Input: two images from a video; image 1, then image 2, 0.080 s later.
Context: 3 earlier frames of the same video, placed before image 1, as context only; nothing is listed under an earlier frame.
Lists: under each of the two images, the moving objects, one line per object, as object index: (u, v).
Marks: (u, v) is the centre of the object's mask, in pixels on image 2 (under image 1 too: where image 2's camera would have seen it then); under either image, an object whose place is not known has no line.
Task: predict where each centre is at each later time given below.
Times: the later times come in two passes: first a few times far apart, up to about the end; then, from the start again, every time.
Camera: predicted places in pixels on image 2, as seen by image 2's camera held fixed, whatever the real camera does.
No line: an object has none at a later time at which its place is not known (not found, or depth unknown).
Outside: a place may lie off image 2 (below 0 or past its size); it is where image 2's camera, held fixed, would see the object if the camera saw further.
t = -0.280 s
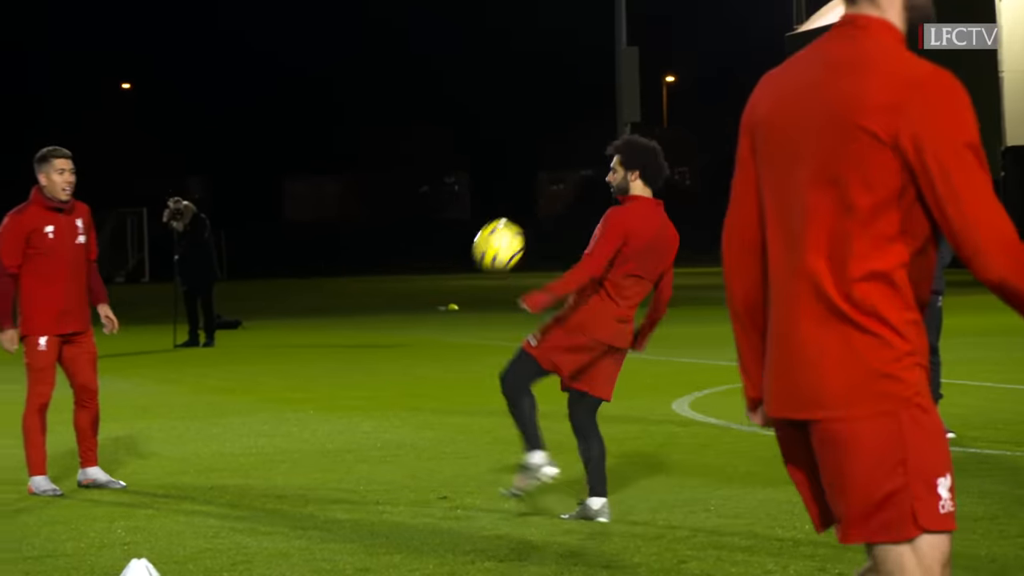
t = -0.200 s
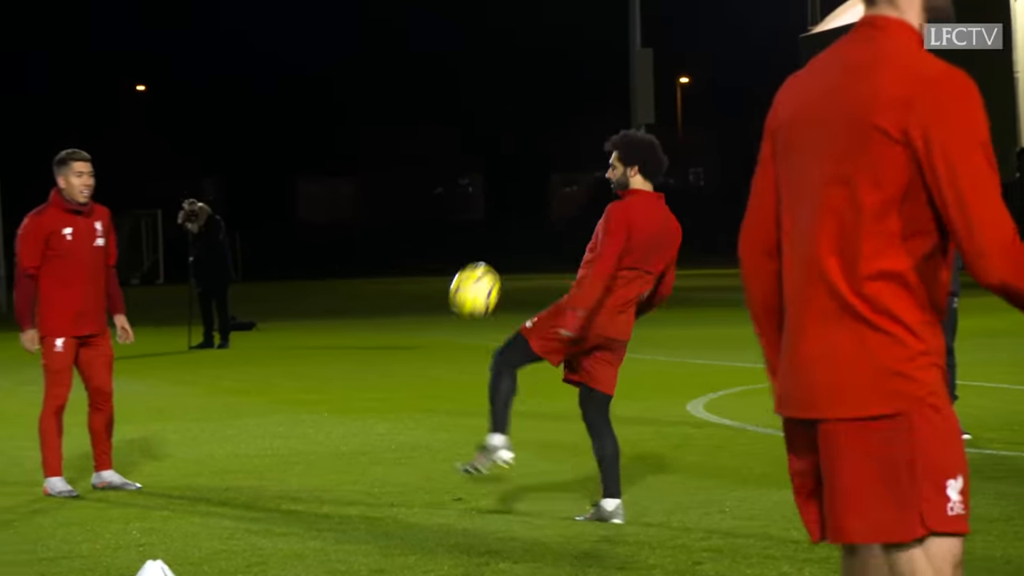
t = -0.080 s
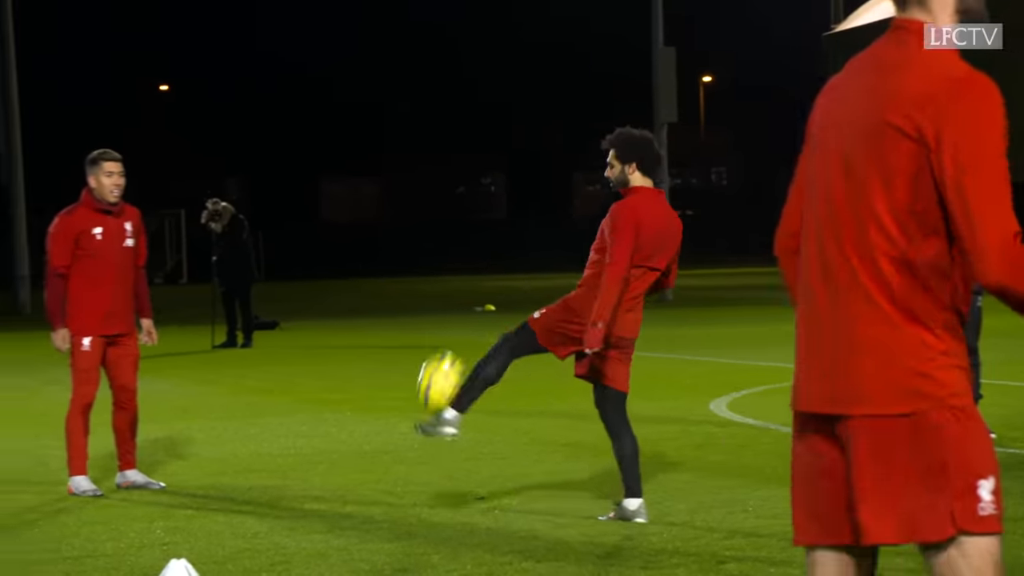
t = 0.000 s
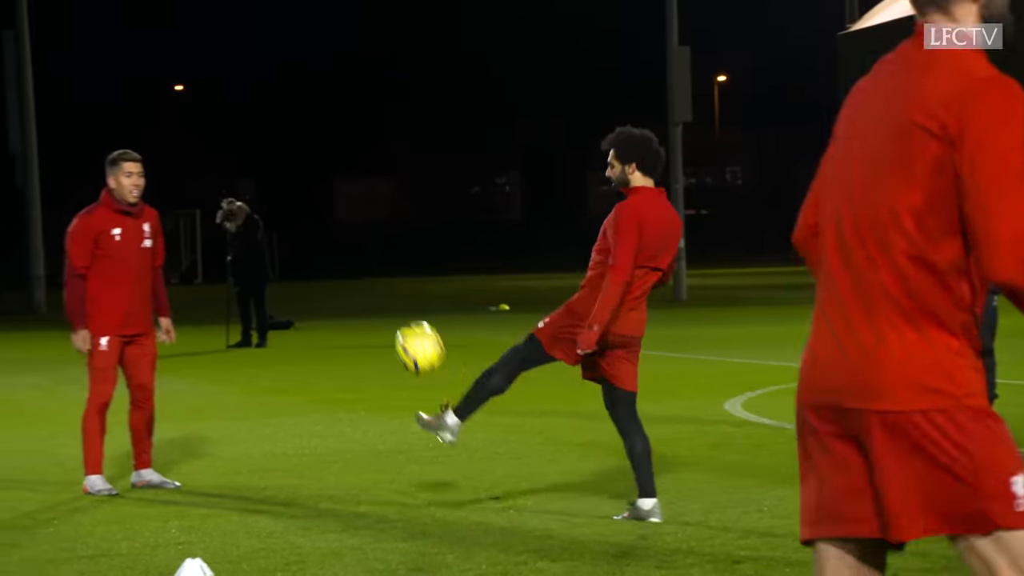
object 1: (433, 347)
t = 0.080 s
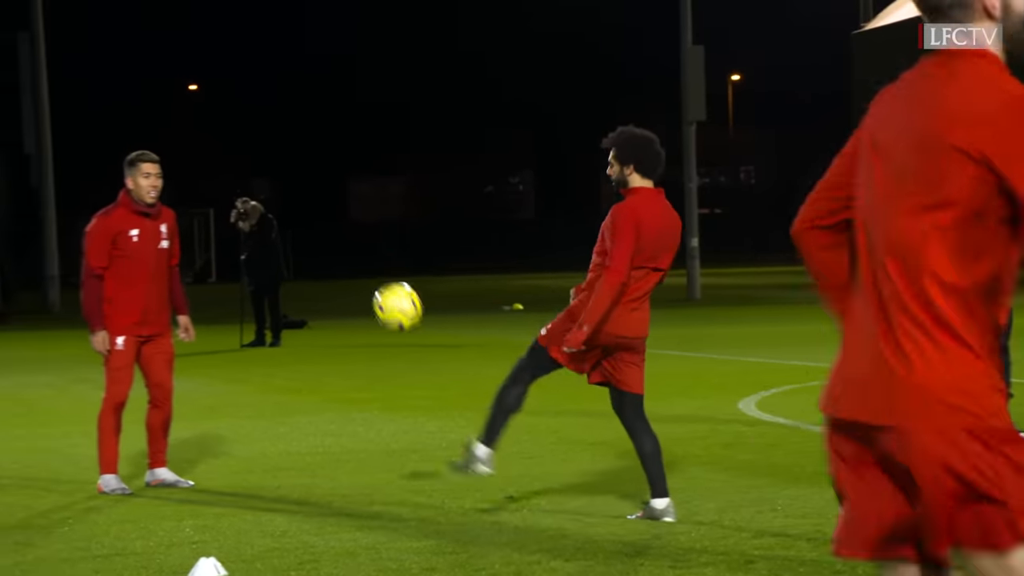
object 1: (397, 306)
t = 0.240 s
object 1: (332, 267)
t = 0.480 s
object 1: (247, 303)
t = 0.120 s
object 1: (381, 292)
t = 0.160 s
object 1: (364, 280)
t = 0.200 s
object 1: (348, 272)
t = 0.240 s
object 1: (332, 267)
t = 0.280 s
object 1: (317, 266)
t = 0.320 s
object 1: (303, 268)
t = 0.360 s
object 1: (288, 272)
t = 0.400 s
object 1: (274, 279)
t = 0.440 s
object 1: (260, 290)
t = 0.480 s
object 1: (247, 303)
